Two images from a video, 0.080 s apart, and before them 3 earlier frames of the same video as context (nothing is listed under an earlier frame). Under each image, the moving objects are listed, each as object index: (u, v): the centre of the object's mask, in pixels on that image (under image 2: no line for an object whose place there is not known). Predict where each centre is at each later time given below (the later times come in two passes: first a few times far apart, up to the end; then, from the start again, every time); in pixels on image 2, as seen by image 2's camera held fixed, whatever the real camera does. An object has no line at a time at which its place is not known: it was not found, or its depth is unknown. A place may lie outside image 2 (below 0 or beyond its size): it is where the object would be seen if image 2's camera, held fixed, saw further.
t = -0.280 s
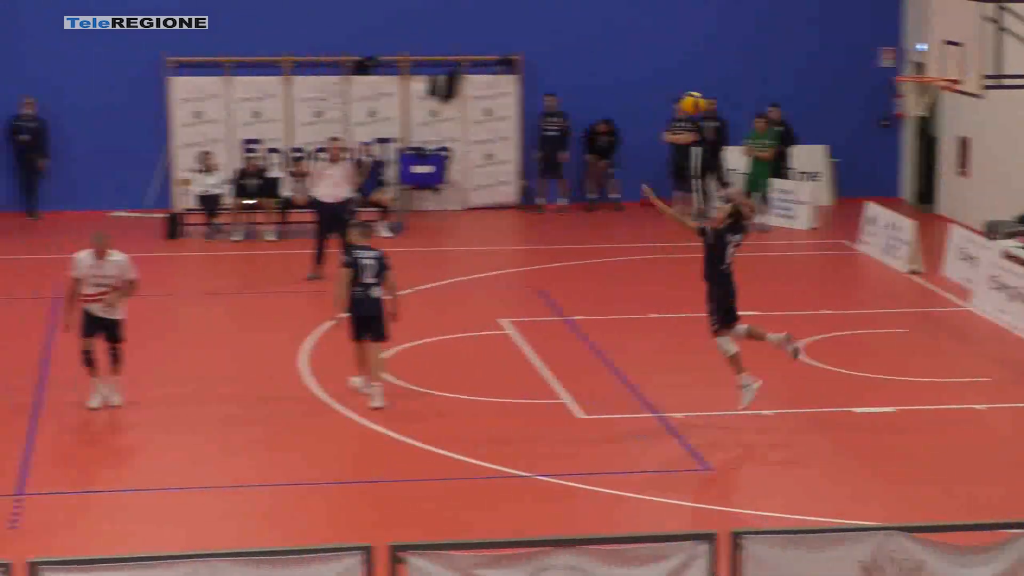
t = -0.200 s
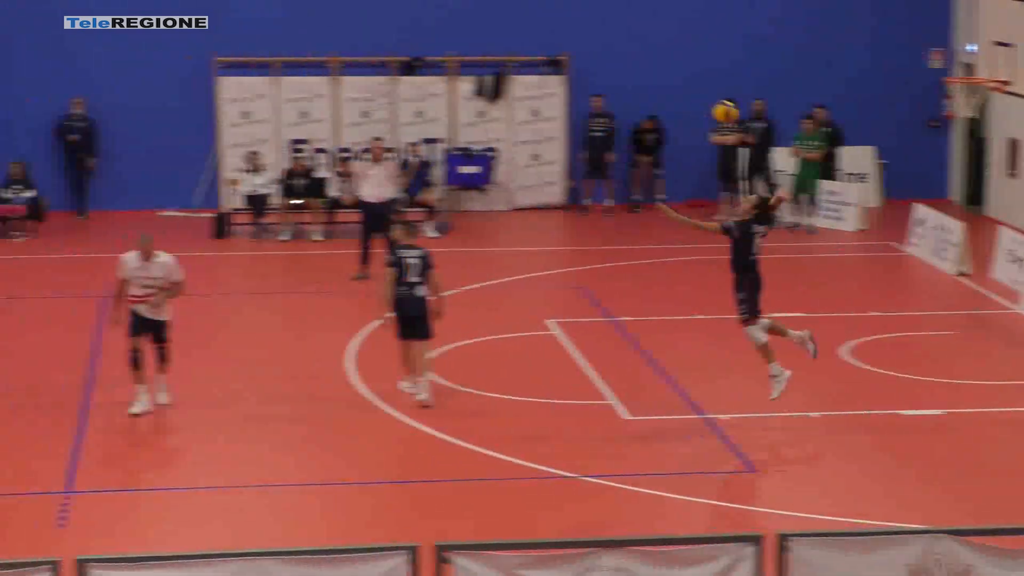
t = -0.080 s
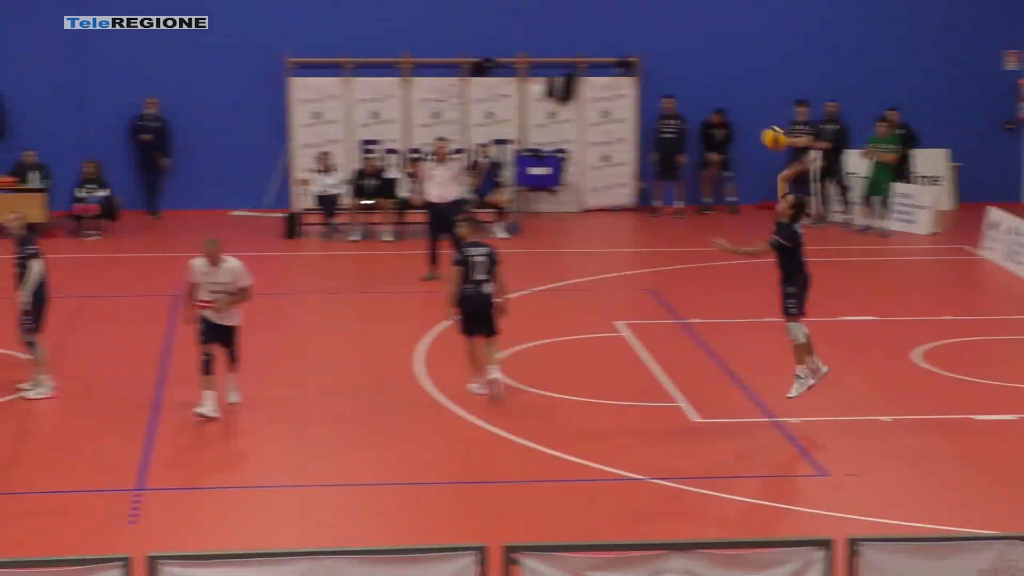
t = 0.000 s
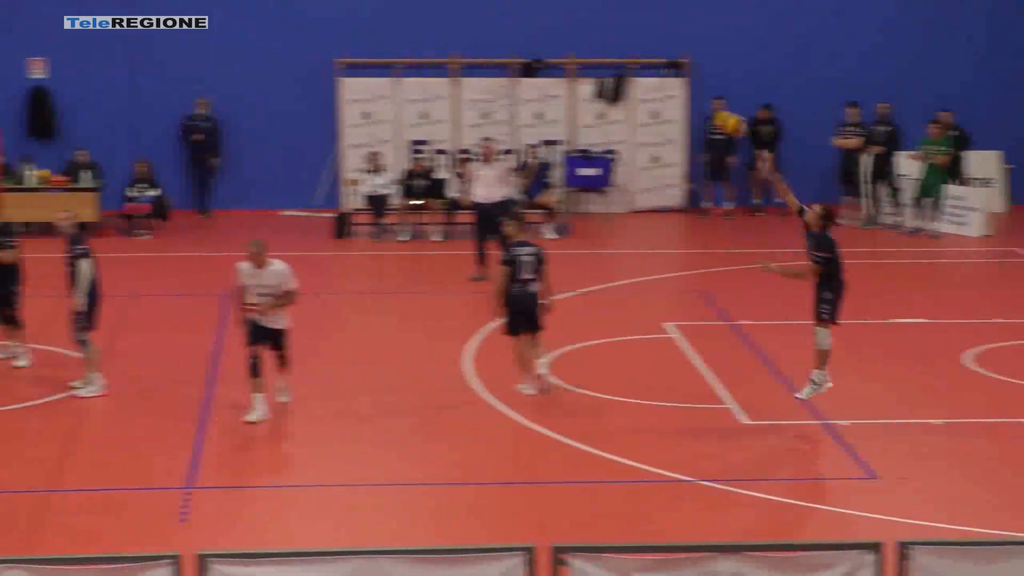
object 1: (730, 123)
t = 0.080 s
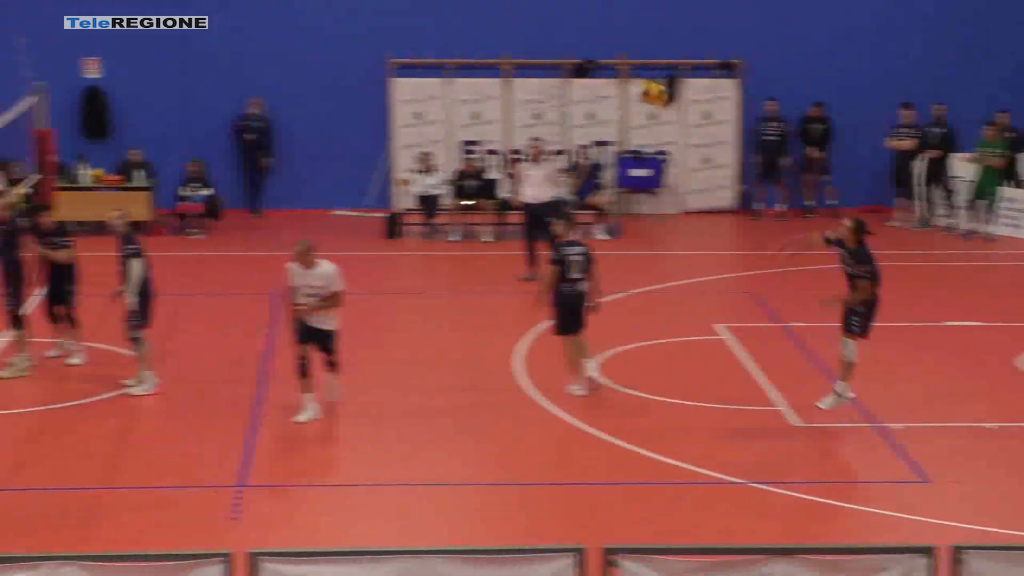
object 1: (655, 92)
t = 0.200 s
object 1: (472, 59)
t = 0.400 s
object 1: (186, 37)
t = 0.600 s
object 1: (-78, 55)
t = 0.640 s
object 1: (-127, 64)
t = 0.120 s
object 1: (590, 75)
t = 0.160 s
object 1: (532, 69)
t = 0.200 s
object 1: (472, 59)
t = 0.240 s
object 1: (413, 52)
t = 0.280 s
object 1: (355, 46)
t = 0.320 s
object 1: (298, 42)
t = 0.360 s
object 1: (241, 39)
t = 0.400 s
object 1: (186, 37)
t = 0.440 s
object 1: (131, 37)
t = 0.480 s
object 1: (77, 39)
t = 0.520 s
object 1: (23, 42)
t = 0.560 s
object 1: (-28, 47)
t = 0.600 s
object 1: (-78, 55)
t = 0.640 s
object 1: (-127, 64)
